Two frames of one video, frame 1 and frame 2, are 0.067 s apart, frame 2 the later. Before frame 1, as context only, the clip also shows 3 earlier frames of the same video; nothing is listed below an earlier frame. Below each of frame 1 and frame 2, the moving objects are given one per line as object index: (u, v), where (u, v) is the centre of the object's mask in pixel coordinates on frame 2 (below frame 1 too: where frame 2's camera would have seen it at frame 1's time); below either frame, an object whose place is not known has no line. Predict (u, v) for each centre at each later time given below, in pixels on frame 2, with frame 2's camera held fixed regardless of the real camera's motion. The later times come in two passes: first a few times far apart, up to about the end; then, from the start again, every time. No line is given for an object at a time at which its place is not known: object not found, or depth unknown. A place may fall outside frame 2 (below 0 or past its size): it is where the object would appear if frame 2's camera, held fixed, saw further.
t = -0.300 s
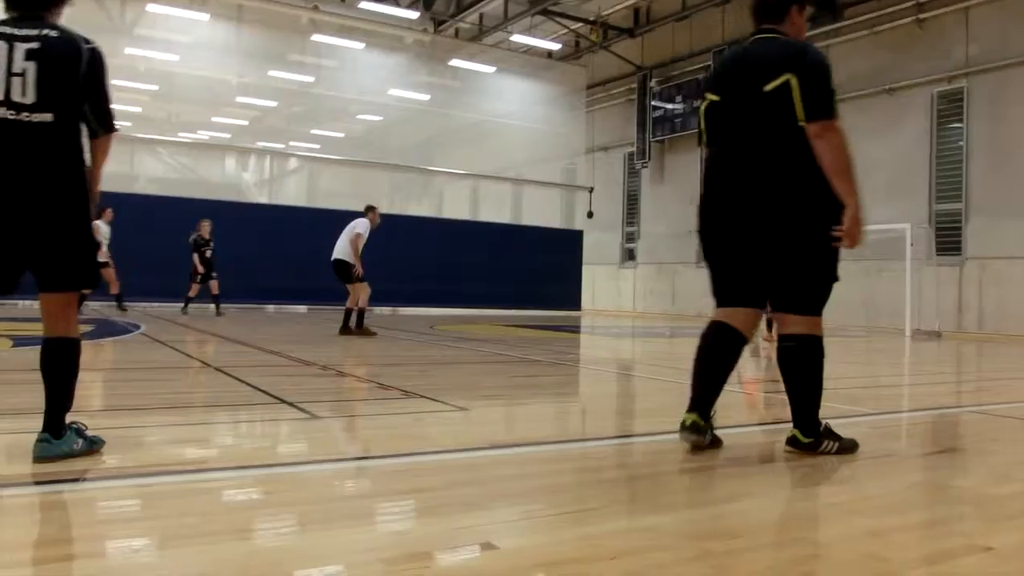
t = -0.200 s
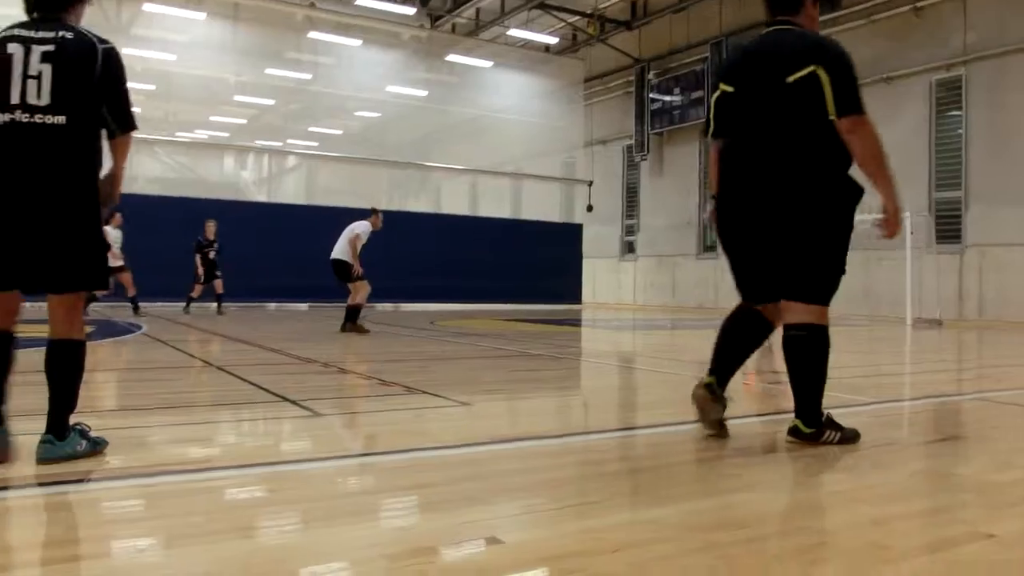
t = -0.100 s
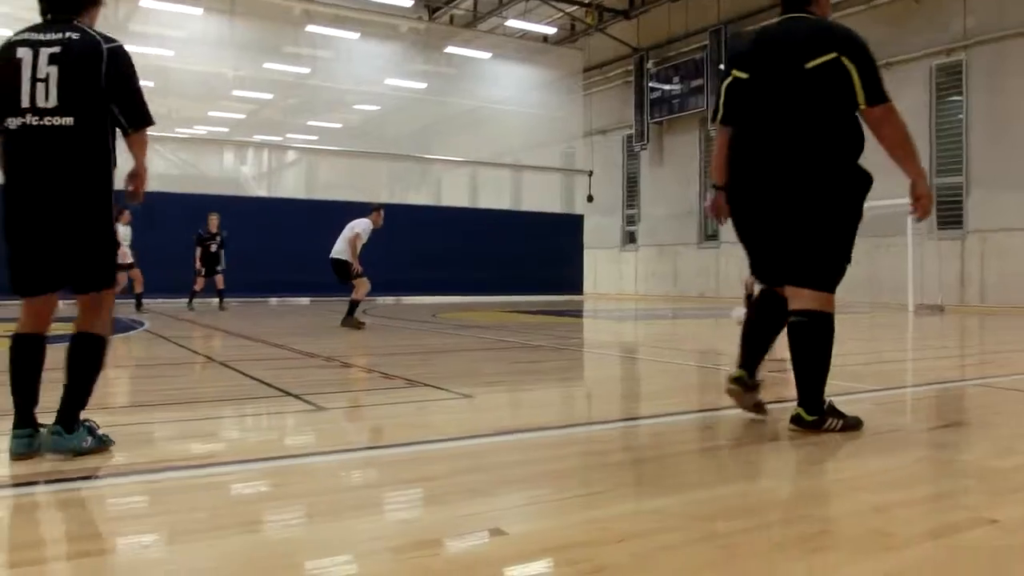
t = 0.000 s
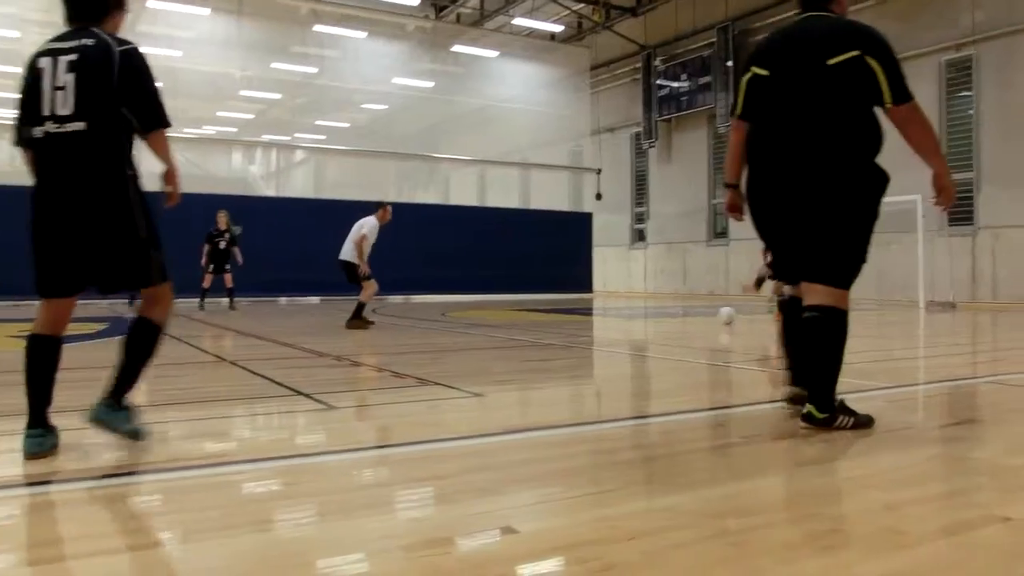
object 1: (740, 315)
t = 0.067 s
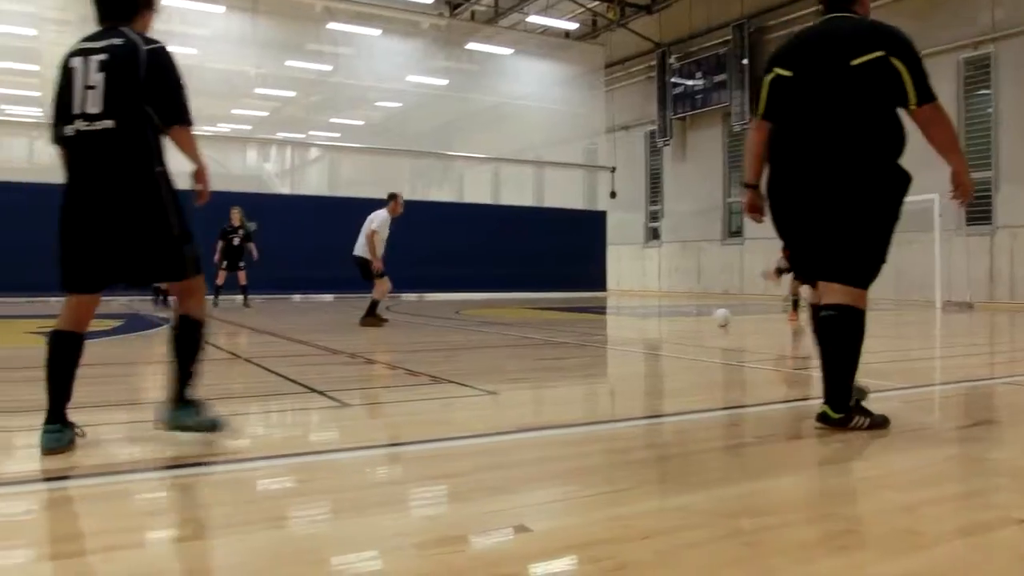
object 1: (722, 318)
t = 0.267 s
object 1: (649, 330)
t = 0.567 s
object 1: (485, 352)
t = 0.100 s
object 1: (712, 319)
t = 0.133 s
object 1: (701, 320)
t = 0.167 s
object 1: (690, 322)
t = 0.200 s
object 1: (677, 325)
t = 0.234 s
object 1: (664, 326)
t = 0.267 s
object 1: (649, 330)
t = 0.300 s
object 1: (636, 334)
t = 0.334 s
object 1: (621, 334)
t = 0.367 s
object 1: (601, 335)
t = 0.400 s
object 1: (586, 337)
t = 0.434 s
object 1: (568, 340)
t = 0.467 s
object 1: (550, 342)
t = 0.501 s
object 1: (530, 345)
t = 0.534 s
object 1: (507, 349)
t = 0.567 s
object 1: (485, 352)
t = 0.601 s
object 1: (460, 354)
